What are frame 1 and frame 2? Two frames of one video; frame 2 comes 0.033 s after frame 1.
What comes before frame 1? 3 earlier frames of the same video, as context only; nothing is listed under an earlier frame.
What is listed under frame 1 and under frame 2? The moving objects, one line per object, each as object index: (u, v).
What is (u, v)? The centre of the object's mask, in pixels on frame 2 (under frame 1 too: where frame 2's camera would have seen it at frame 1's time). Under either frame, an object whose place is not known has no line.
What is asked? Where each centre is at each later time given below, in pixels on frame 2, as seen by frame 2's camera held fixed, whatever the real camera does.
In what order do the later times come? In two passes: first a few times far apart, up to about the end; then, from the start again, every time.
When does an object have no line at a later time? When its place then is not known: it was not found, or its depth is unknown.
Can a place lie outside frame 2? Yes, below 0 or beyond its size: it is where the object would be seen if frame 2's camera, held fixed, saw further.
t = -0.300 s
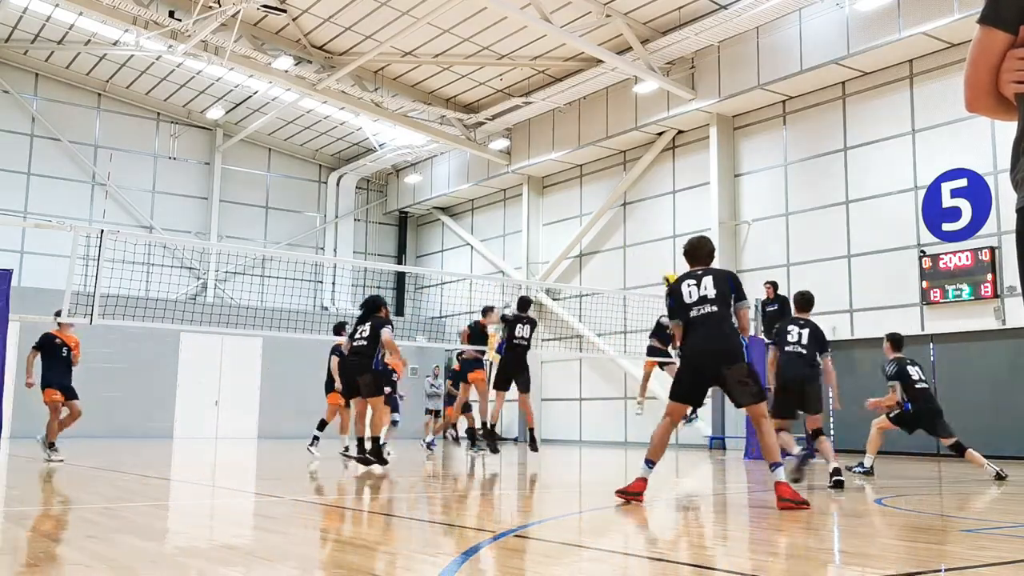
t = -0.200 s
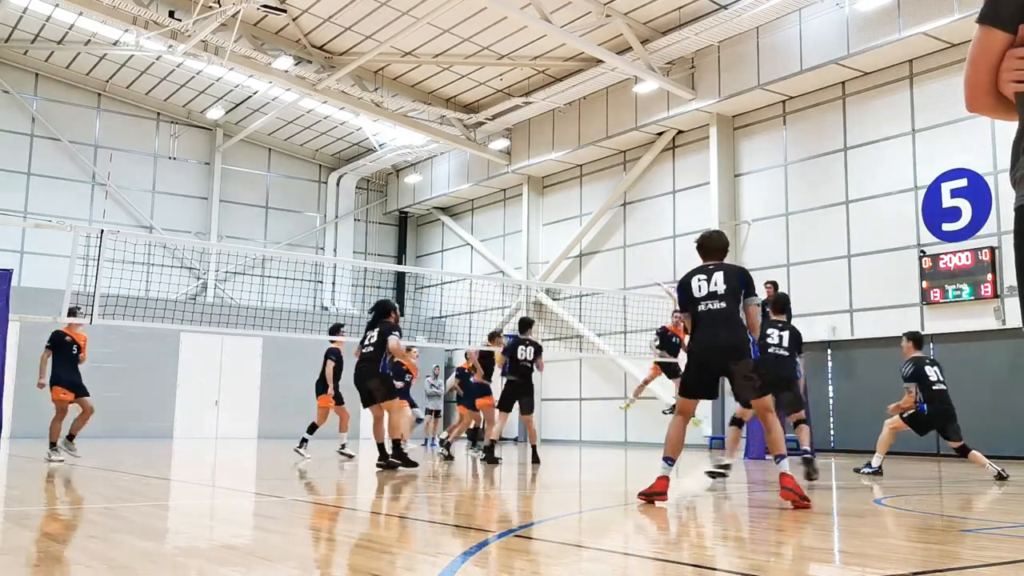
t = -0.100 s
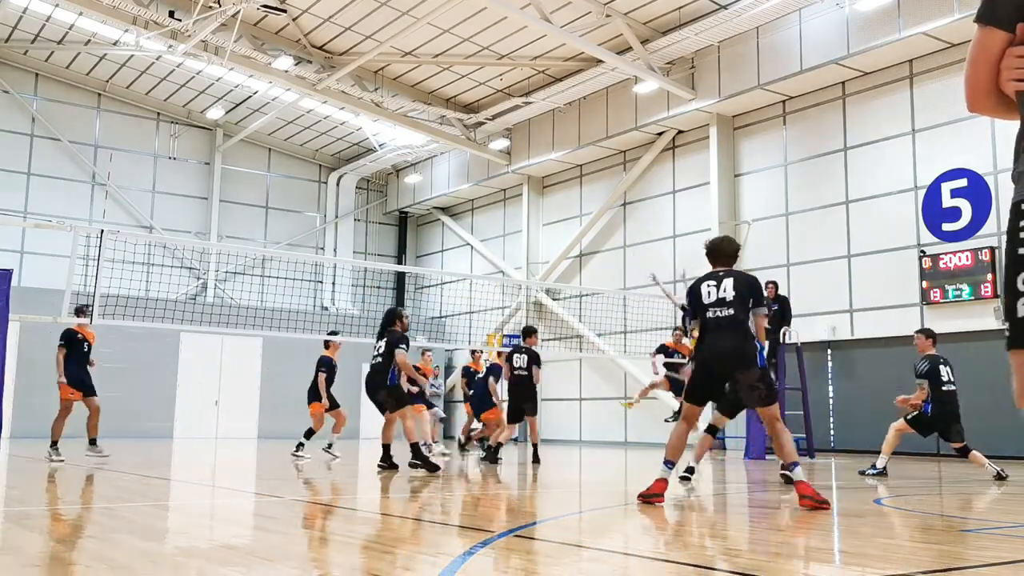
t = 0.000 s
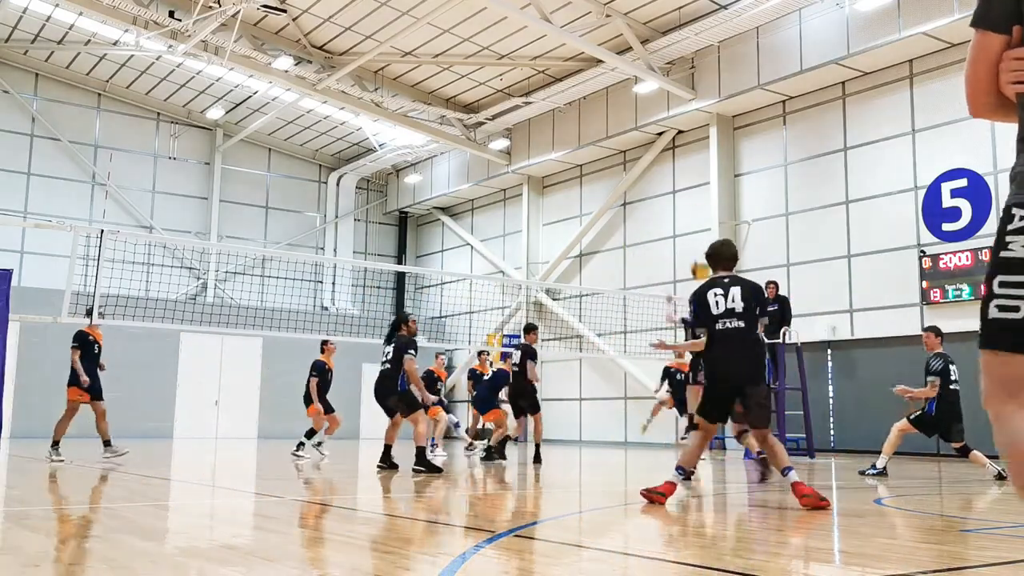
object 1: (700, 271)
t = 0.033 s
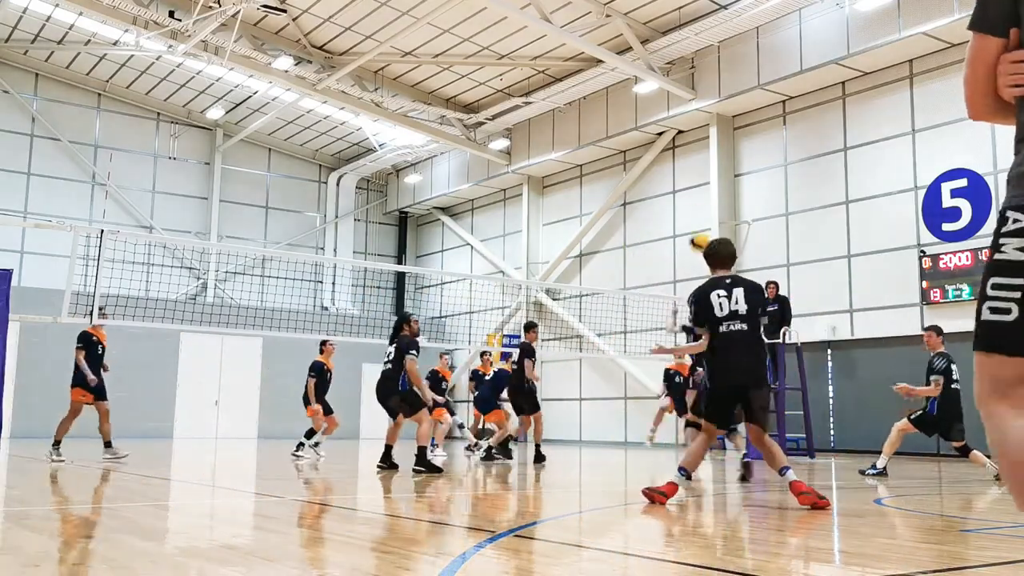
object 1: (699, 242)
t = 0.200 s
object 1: (698, 134)
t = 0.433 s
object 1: (699, 46)
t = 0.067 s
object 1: (698, 217)
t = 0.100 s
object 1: (698, 193)
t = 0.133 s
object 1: (696, 172)
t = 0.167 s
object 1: (697, 152)
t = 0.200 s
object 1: (698, 134)
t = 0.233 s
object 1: (696, 119)
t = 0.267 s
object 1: (697, 101)
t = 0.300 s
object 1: (696, 88)
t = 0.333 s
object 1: (698, 76)
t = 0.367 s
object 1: (698, 65)
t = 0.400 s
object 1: (698, 55)
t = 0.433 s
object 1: (699, 46)
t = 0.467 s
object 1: (699, 39)
